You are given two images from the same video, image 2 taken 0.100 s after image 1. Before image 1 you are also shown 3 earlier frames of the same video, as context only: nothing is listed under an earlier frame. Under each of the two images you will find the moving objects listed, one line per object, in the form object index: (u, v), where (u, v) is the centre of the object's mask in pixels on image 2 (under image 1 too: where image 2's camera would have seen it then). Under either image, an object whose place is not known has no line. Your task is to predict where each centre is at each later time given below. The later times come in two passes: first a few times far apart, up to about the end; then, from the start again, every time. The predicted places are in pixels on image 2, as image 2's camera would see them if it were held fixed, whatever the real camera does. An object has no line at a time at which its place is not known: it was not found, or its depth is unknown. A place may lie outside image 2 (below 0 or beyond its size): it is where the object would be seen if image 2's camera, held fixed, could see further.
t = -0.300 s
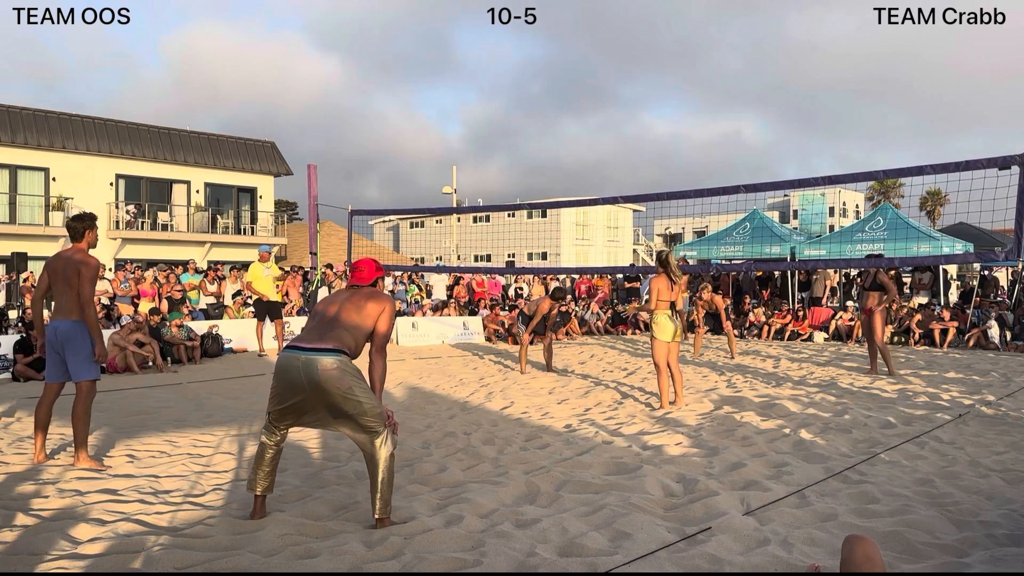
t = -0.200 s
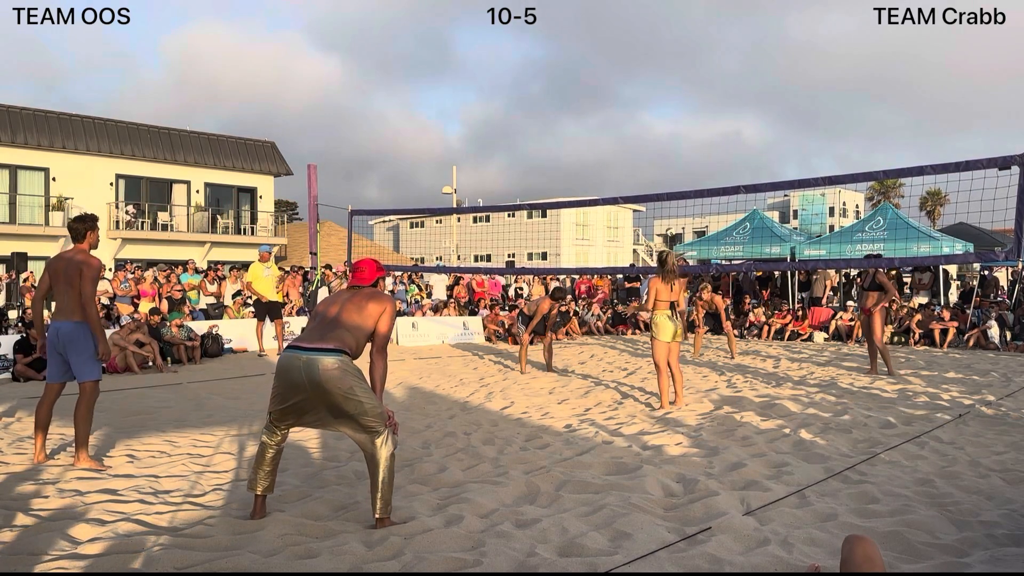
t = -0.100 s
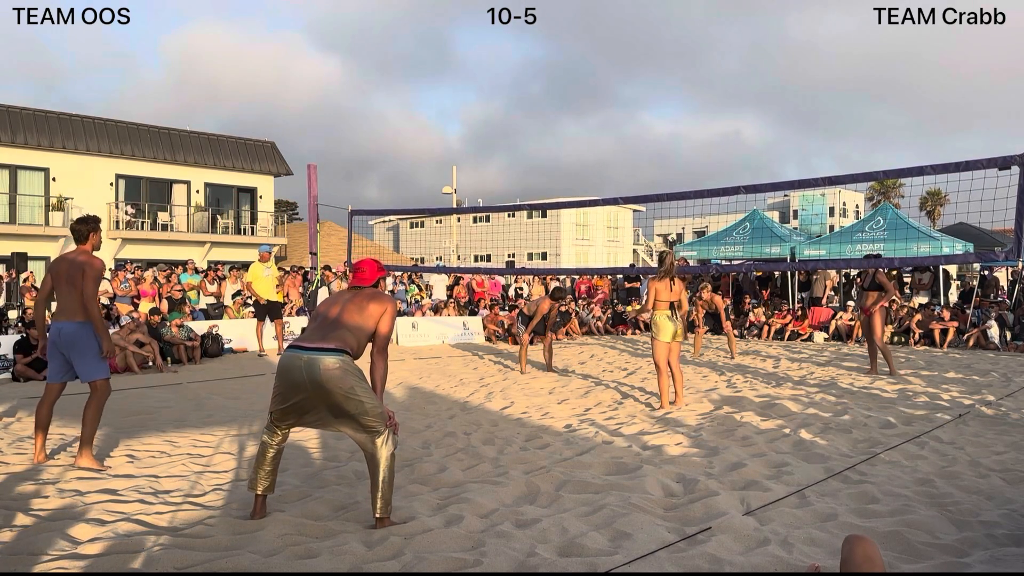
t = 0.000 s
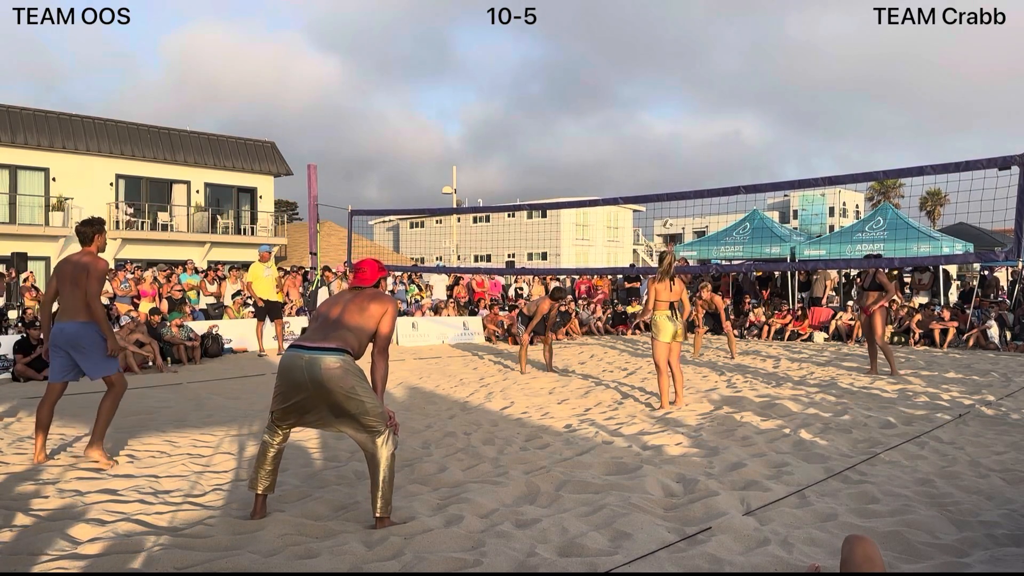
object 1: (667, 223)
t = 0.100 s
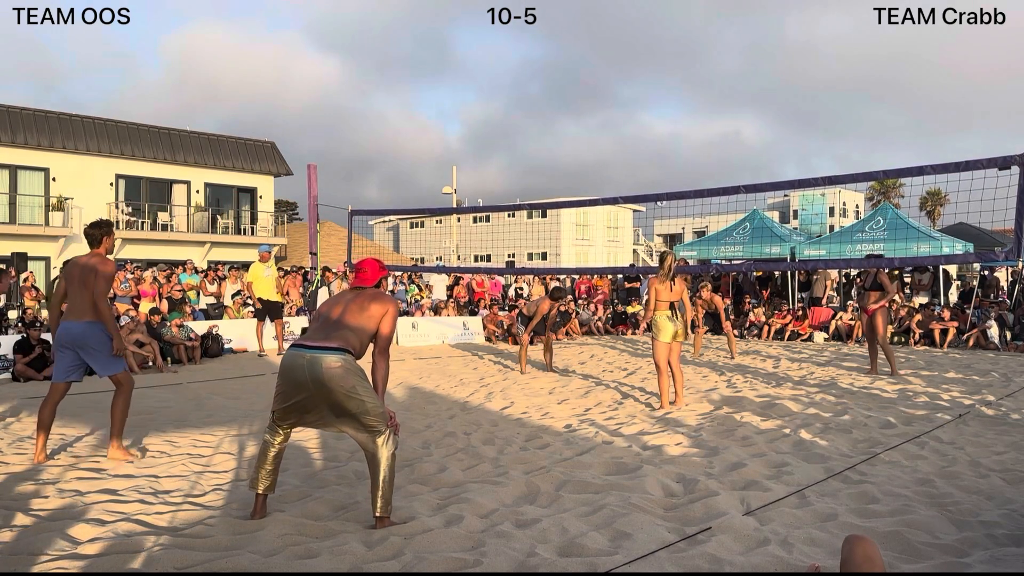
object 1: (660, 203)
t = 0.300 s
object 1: (642, 162)
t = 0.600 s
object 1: (608, 125)
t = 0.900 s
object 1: (562, 162)
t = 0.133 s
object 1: (657, 191)
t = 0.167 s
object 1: (654, 187)
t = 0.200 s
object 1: (651, 180)
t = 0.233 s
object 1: (648, 174)
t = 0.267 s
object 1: (645, 167)
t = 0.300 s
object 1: (642, 162)
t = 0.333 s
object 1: (639, 156)
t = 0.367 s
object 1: (635, 151)
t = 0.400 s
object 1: (631, 146)
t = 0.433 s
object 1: (628, 141)
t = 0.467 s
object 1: (624, 137)
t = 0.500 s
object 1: (620, 133)
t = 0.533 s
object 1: (616, 130)
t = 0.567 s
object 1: (612, 127)
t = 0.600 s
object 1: (608, 125)
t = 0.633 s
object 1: (604, 124)
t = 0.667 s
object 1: (599, 124)
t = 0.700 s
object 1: (594, 126)
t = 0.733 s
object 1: (590, 128)
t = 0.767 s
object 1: (585, 132)
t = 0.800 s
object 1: (579, 137)
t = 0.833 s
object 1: (574, 143)
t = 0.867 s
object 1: (568, 152)
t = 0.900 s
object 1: (562, 162)
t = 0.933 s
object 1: (555, 175)
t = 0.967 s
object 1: (548, 190)
